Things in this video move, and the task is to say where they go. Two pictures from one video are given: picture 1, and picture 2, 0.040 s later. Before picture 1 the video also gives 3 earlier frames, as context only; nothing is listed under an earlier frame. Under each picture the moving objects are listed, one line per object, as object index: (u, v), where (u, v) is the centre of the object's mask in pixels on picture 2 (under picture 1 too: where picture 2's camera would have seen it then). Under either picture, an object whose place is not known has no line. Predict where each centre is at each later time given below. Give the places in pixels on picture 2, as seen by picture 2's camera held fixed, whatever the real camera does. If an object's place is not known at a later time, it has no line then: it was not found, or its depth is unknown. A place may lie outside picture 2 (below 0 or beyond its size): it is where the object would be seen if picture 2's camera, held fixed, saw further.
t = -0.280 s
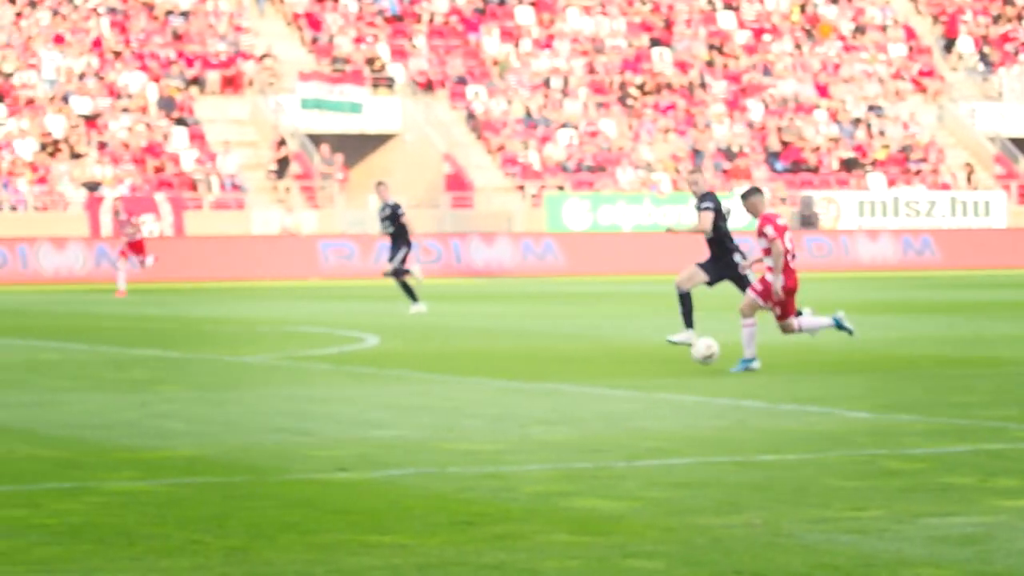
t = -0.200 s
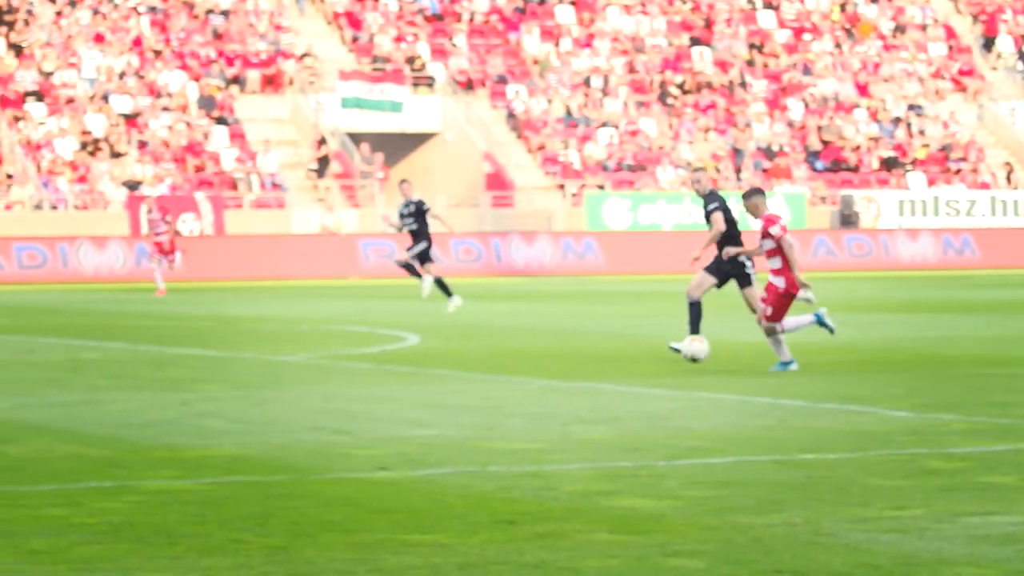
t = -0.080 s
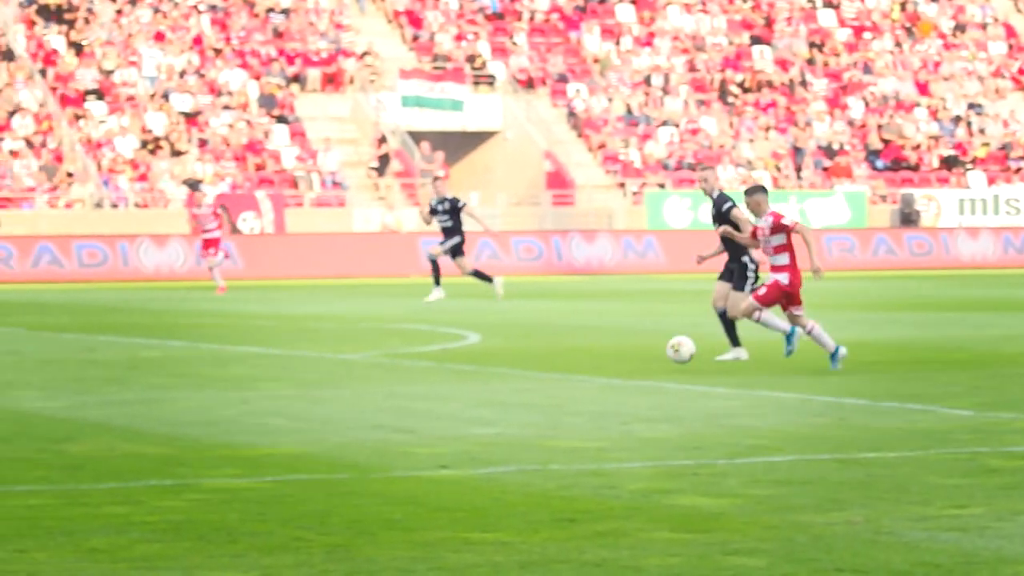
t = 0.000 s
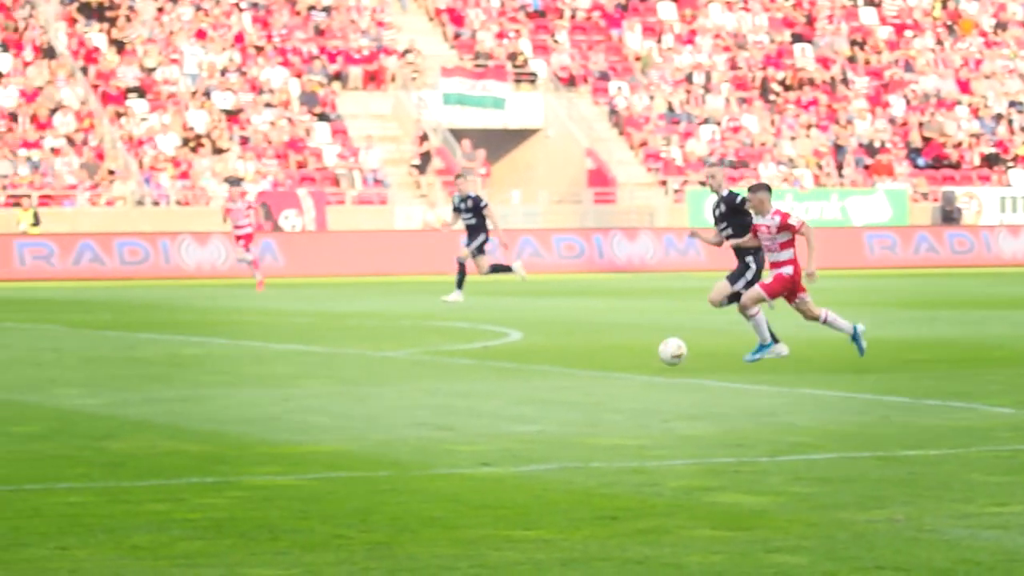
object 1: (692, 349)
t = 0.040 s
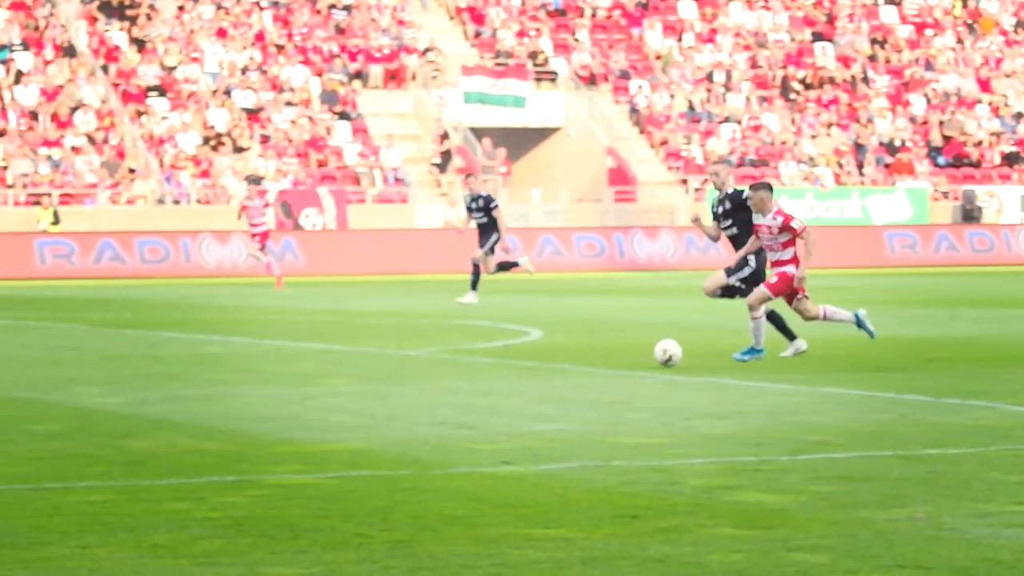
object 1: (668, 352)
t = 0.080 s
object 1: (642, 356)
